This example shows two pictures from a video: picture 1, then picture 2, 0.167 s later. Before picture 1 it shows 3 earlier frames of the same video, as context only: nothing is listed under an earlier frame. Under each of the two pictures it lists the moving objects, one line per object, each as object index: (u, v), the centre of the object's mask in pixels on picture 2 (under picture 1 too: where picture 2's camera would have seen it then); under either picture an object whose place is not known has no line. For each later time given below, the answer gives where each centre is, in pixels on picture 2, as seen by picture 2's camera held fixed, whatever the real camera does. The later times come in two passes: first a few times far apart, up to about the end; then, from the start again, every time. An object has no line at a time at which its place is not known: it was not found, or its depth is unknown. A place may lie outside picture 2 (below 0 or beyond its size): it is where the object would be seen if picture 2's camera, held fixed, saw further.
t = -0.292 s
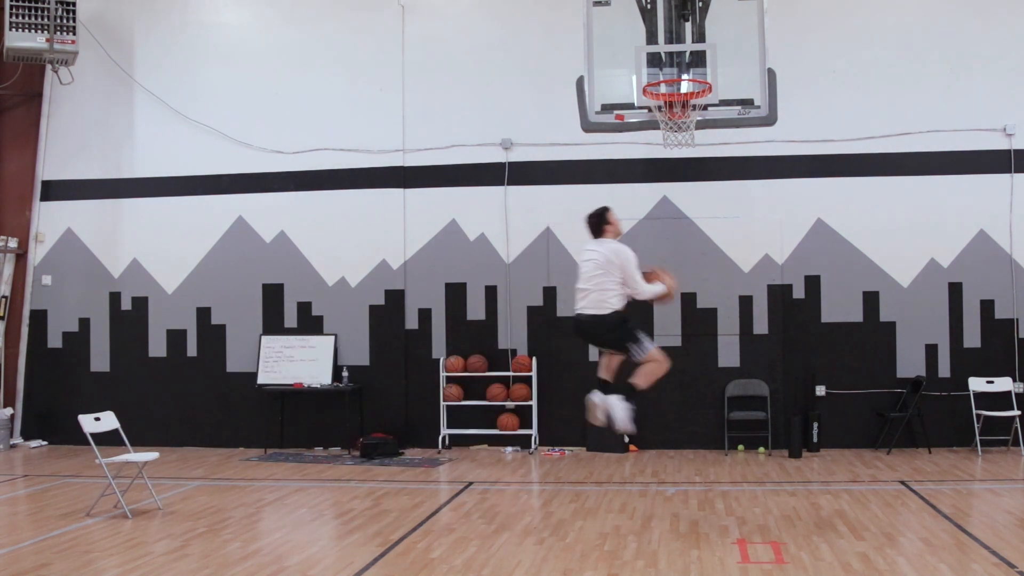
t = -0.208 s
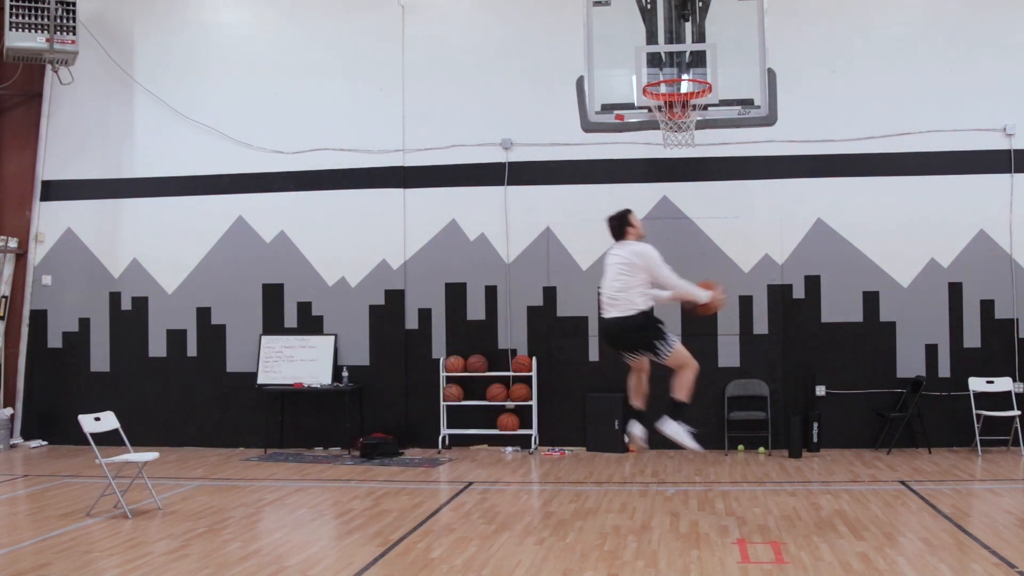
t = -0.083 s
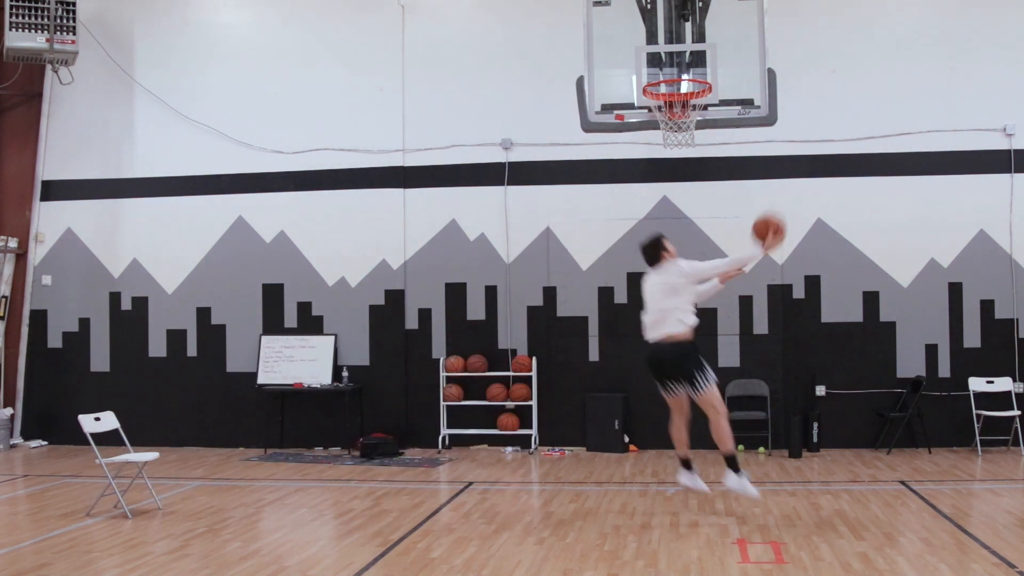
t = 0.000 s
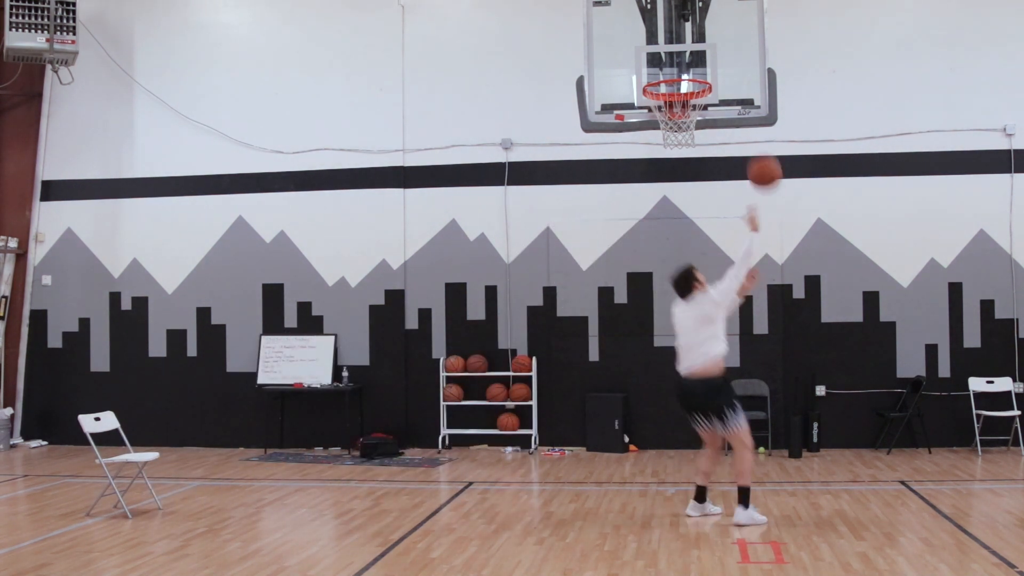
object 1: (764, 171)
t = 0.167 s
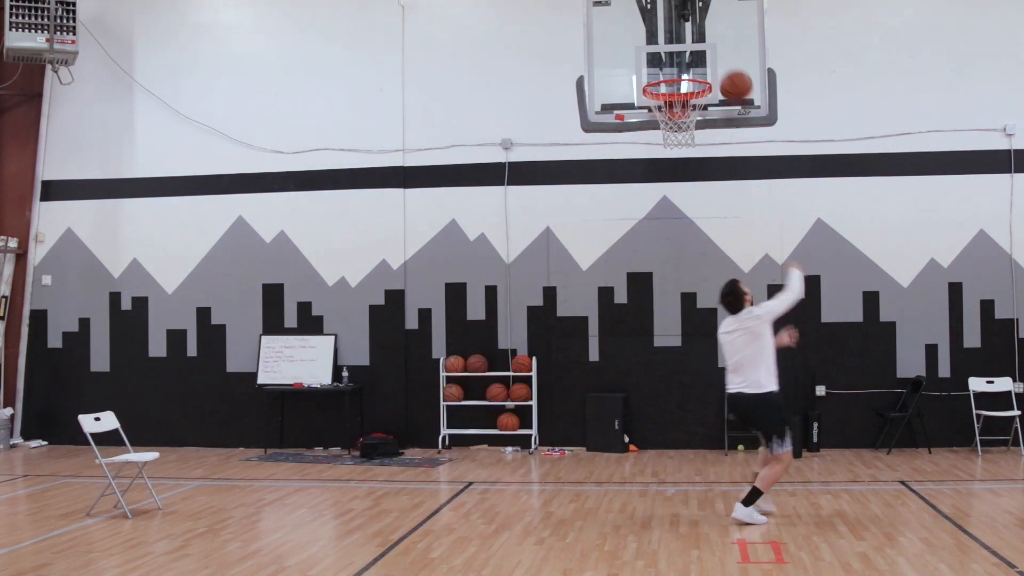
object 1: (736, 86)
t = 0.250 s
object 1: (722, 58)
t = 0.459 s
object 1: (689, 33)
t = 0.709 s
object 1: (660, 65)
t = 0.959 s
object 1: (702, 47)
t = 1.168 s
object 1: (742, 100)
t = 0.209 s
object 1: (729, 71)
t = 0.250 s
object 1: (722, 58)
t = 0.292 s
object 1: (716, 47)
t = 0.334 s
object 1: (709, 39)
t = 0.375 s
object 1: (703, 33)
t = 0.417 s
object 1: (696, 31)
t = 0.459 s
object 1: (689, 33)
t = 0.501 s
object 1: (682, 38)
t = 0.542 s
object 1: (674, 45)
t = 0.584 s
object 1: (666, 55)
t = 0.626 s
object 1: (659, 66)
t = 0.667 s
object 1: (653, 72)
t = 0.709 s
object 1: (660, 65)
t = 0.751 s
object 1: (666, 57)
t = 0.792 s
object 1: (673, 51)
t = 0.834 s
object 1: (680, 46)
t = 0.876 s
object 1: (687, 44)
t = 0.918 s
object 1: (694, 44)
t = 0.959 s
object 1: (702, 47)
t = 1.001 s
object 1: (709, 52)
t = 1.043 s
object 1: (717, 60)
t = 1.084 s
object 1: (725, 71)
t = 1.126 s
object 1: (733, 84)
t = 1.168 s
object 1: (742, 100)
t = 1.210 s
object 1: (750, 119)
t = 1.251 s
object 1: (759, 142)
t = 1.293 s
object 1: (767, 167)
